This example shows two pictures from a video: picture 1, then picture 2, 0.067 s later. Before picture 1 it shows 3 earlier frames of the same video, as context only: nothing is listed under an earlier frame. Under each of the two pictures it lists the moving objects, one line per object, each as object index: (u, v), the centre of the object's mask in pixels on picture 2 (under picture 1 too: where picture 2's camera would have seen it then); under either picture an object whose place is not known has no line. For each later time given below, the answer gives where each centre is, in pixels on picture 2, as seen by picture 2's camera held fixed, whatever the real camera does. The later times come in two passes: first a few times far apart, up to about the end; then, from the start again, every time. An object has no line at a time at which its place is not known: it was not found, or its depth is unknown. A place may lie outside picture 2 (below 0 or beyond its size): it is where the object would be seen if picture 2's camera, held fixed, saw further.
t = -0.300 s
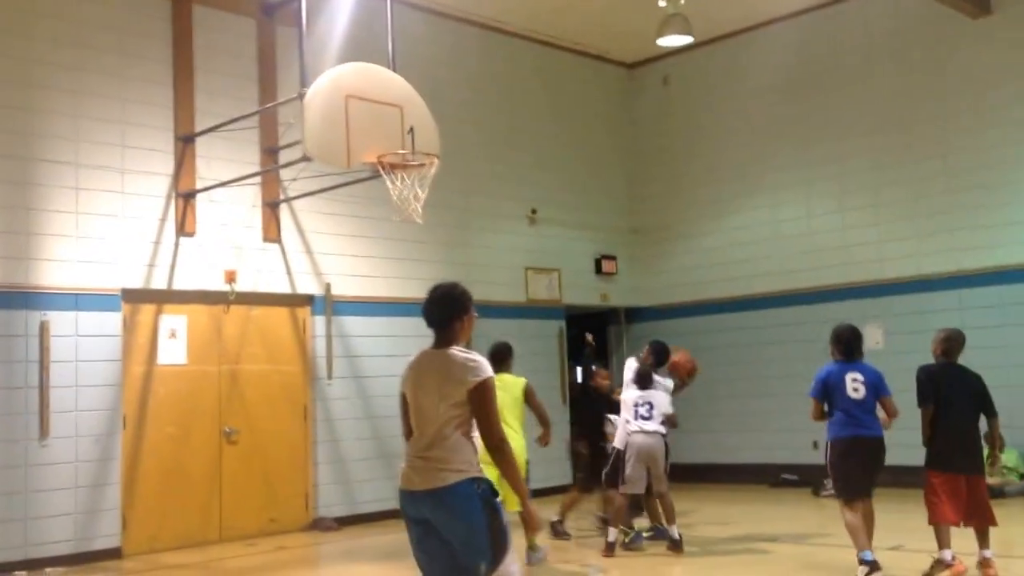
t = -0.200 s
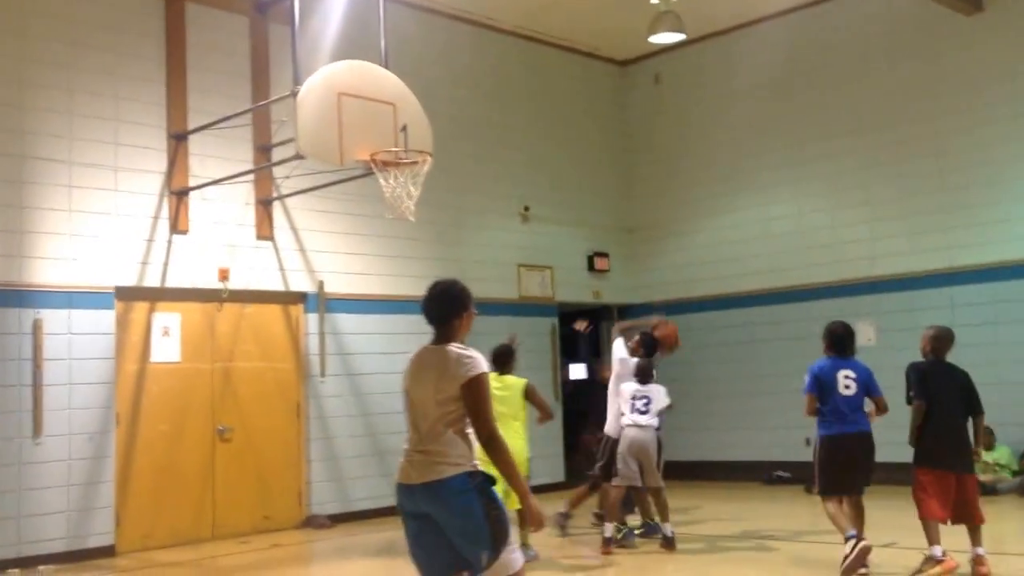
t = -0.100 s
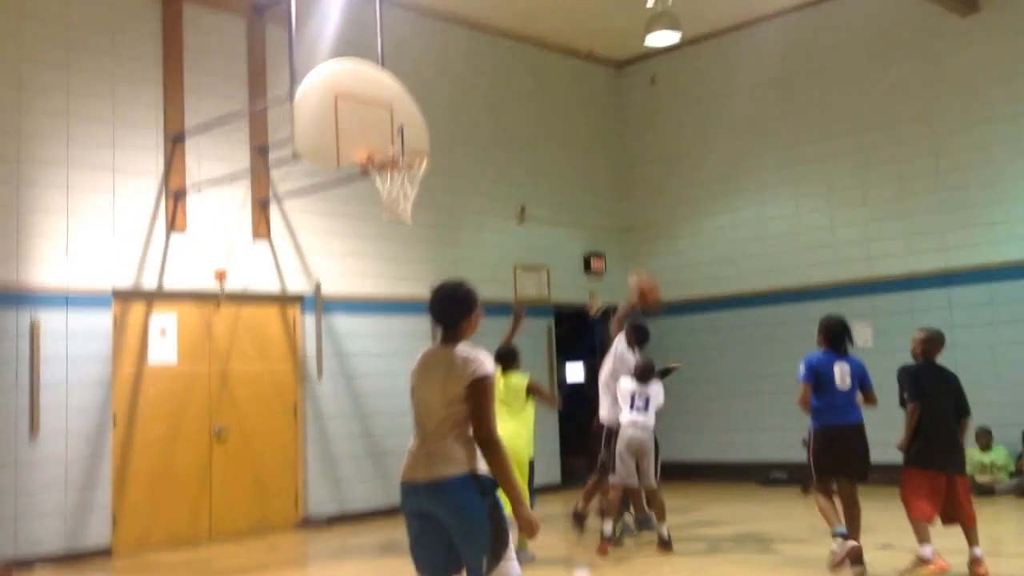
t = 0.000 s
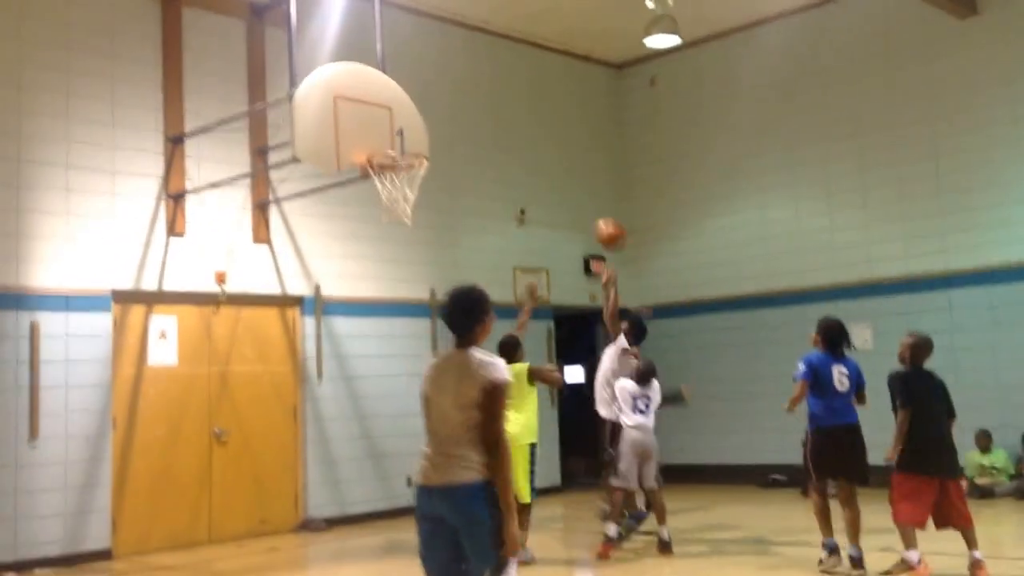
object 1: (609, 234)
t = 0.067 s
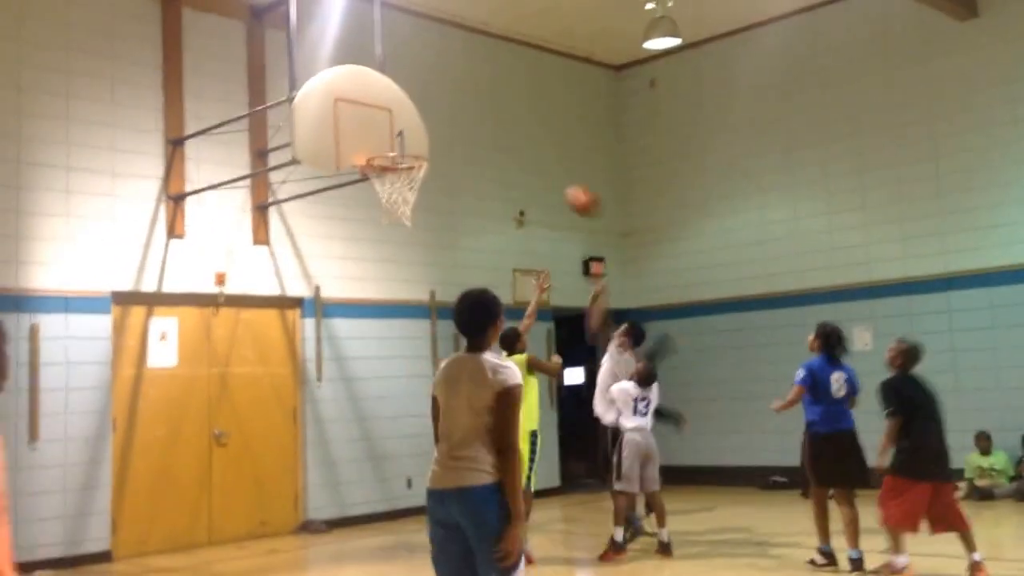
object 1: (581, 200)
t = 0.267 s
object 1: (505, 132)
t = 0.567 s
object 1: (398, 113)
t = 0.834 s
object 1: (410, 146)
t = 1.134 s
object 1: (398, 169)
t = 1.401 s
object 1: (414, 196)
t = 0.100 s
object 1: (568, 185)
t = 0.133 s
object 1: (556, 171)
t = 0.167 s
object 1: (543, 159)
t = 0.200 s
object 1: (530, 149)
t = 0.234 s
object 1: (517, 140)
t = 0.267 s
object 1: (505, 132)
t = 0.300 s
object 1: (493, 125)
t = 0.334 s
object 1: (480, 118)
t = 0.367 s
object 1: (467, 113)
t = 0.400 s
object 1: (456, 109)
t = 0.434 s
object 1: (444, 107)
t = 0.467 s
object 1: (433, 108)
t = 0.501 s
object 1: (421, 108)
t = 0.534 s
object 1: (410, 110)
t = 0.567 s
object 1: (398, 113)
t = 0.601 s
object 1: (393, 116)
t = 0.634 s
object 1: (397, 118)
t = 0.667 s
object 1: (399, 122)
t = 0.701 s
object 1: (402, 126)
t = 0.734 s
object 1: (406, 132)
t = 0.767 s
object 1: (410, 140)
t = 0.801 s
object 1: (414, 147)
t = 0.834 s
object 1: (410, 146)
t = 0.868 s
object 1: (402, 145)
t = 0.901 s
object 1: (395, 146)
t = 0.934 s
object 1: (388, 146)
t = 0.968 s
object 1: (382, 156)
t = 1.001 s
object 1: (383, 157)
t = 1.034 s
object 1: (385, 158)
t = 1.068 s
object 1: (388, 160)
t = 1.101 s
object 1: (392, 163)
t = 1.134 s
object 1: (398, 169)
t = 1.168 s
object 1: (402, 174)
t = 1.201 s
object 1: (403, 178)
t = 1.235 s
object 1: (415, 189)
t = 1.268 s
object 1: (414, 192)
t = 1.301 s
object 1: (415, 195)
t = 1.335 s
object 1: (415, 195)
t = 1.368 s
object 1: (415, 194)
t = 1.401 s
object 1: (414, 196)
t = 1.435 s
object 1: (413, 197)
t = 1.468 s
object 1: (410, 203)
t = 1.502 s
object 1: (409, 205)
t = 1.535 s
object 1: (409, 214)
